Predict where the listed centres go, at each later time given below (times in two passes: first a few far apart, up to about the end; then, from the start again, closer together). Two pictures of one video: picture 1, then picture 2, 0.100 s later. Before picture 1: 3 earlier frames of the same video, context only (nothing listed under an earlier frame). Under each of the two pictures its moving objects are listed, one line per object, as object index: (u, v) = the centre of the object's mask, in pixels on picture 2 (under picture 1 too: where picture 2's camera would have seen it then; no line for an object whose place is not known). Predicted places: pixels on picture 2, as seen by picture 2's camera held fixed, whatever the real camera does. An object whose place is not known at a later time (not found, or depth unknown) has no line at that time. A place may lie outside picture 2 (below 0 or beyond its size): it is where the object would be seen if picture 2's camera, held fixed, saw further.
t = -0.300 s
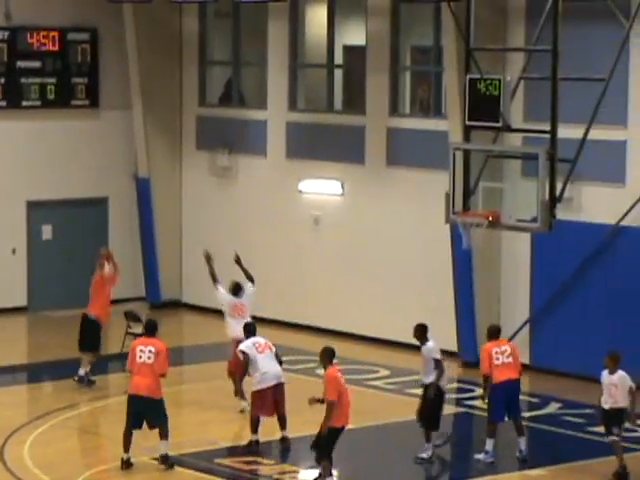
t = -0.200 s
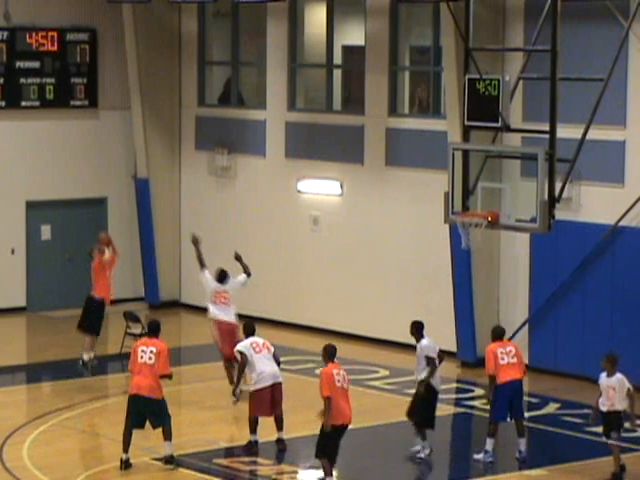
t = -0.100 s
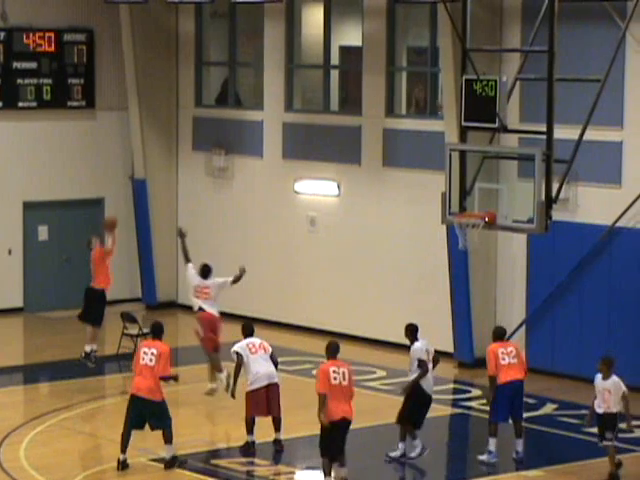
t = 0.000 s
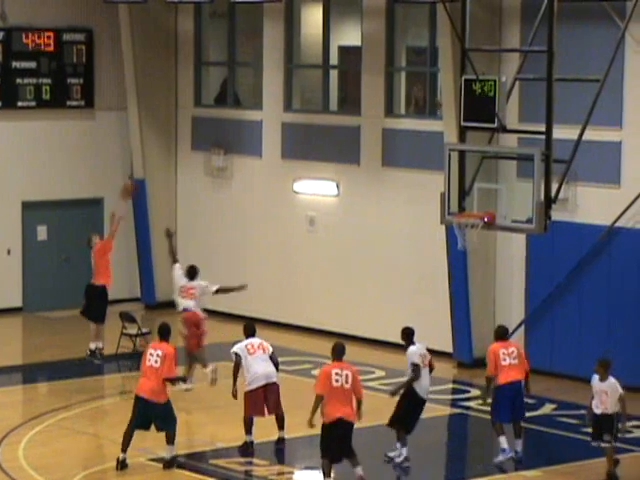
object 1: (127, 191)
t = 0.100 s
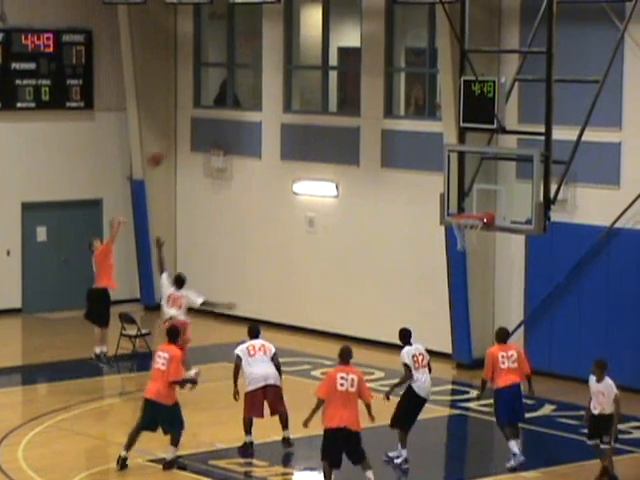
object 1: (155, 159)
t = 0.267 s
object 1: (196, 119)
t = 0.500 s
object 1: (268, 88)
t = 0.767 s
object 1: (346, 97)
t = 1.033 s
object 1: (427, 160)
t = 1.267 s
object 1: (463, 232)
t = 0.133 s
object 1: (164, 150)
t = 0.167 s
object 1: (174, 141)
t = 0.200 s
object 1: (182, 134)
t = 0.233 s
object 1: (192, 124)
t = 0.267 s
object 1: (196, 119)
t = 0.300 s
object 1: (211, 112)
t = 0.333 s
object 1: (222, 104)
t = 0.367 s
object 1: (229, 100)
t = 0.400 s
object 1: (237, 97)
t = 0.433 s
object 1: (247, 90)
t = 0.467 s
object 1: (258, 89)
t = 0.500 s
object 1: (268, 88)
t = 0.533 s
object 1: (276, 88)
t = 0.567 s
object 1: (287, 88)
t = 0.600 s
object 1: (298, 86)
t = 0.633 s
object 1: (305, 89)
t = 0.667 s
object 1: (317, 89)
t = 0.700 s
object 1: (326, 91)
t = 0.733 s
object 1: (336, 95)
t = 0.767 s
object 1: (346, 97)
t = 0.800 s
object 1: (357, 103)
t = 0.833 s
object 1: (367, 111)
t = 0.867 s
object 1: (374, 117)
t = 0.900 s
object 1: (386, 123)
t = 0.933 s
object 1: (397, 133)
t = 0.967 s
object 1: (408, 141)
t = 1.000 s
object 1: (418, 150)
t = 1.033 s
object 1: (427, 160)
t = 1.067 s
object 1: (436, 172)
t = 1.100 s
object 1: (449, 186)
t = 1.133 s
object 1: (459, 199)
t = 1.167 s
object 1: (469, 206)
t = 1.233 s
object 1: (468, 231)
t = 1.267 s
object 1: (463, 232)
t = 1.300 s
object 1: (461, 236)
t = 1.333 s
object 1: (459, 235)
